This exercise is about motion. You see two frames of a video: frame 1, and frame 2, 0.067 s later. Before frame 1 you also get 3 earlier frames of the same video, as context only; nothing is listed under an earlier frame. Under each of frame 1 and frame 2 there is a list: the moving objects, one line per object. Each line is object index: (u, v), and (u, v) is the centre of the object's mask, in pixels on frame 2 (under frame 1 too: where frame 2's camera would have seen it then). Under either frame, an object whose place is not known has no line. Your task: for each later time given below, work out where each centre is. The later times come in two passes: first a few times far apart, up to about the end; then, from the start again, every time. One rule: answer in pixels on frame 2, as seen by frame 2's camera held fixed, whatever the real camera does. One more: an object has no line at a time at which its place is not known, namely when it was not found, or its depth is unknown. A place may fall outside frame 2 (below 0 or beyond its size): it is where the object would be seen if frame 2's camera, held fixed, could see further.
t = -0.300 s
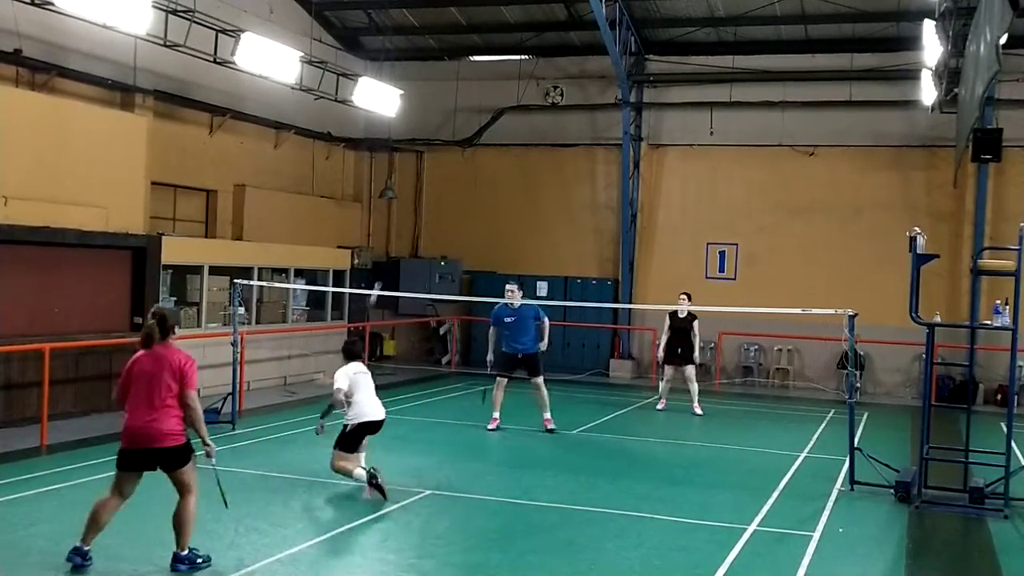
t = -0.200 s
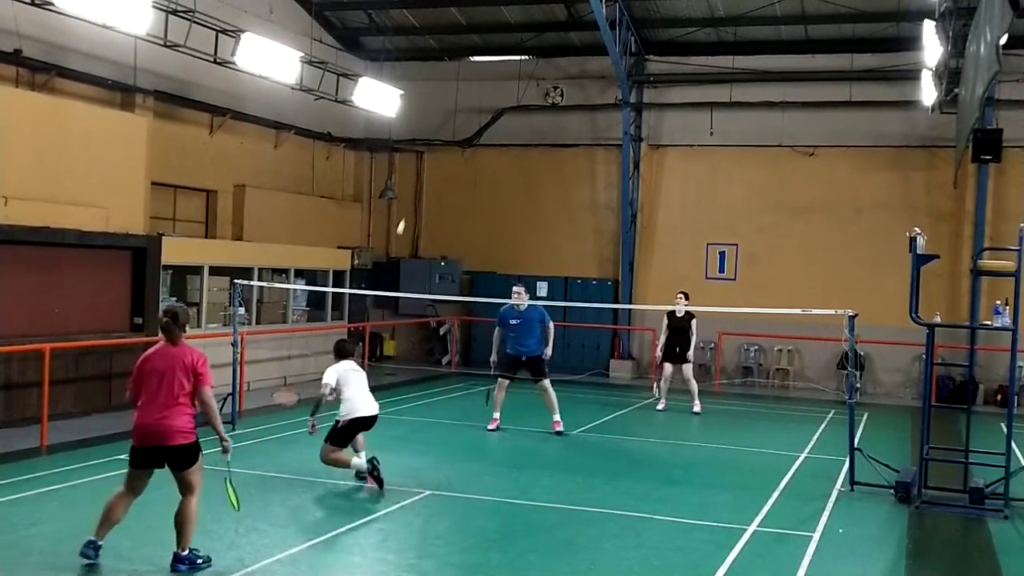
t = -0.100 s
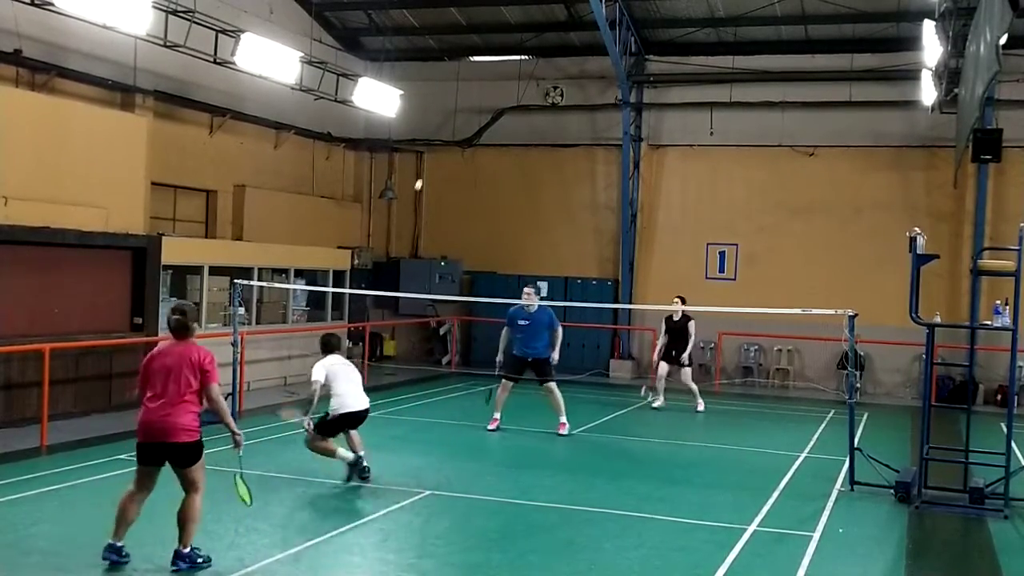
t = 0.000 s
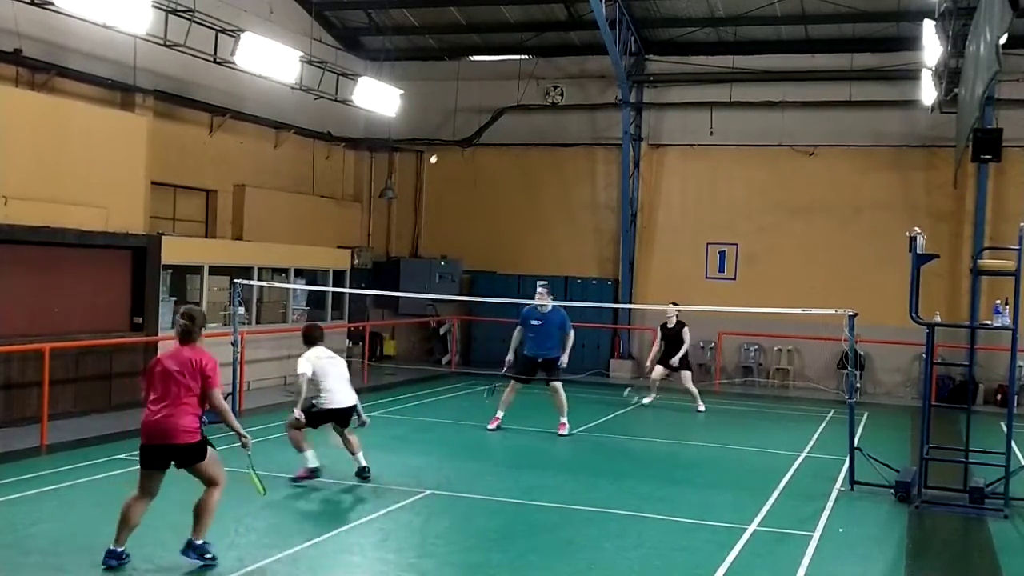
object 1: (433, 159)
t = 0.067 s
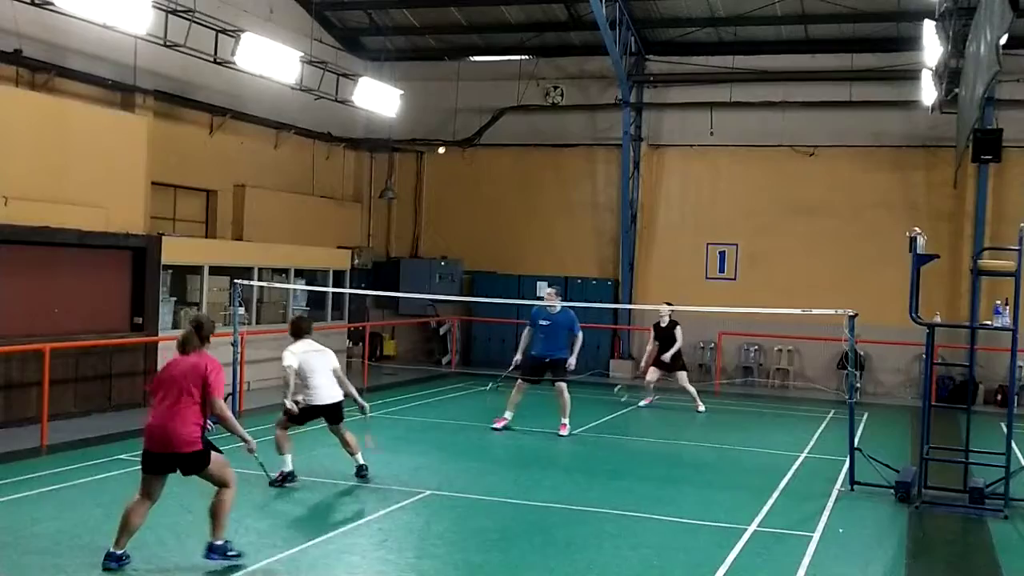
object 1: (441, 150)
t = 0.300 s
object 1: (463, 146)
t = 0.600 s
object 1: (484, 196)
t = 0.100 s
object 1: (445, 146)
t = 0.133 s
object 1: (448, 144)
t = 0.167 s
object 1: (451, 142)
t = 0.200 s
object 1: (454, 142)
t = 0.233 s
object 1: (457, 142)
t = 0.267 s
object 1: (460, 144)
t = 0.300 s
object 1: (463, 146)
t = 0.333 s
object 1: (466, 149)
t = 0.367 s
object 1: (468, 152)
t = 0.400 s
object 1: (471, 157)
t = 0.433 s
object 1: (473, 161)
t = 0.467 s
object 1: (475, 167)
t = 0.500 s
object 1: (477, 174)
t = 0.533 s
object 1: (480, 181)
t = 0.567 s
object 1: (482, 188)
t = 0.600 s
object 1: (484, 196)
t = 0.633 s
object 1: (486, 205)
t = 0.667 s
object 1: (488, 214)
